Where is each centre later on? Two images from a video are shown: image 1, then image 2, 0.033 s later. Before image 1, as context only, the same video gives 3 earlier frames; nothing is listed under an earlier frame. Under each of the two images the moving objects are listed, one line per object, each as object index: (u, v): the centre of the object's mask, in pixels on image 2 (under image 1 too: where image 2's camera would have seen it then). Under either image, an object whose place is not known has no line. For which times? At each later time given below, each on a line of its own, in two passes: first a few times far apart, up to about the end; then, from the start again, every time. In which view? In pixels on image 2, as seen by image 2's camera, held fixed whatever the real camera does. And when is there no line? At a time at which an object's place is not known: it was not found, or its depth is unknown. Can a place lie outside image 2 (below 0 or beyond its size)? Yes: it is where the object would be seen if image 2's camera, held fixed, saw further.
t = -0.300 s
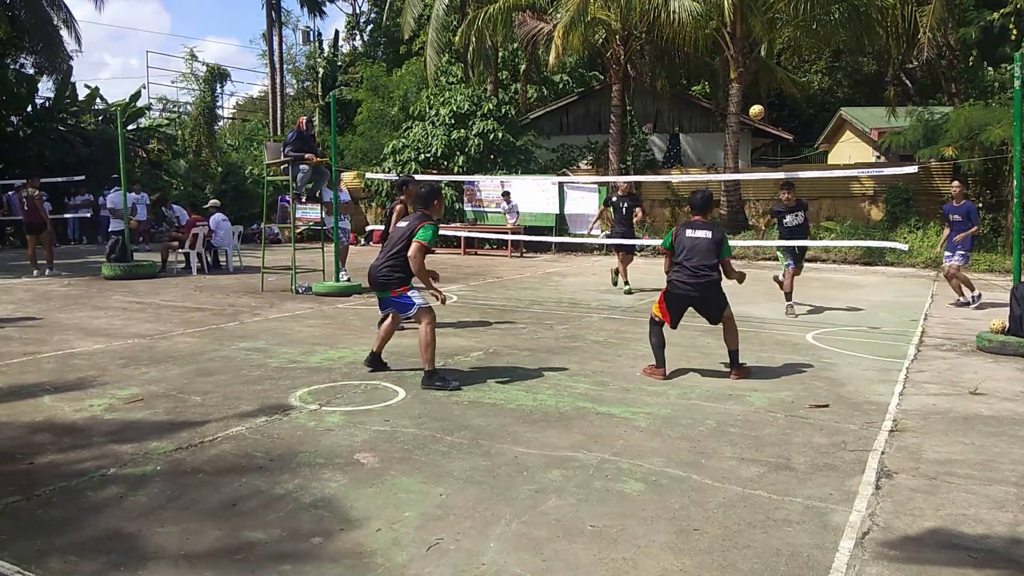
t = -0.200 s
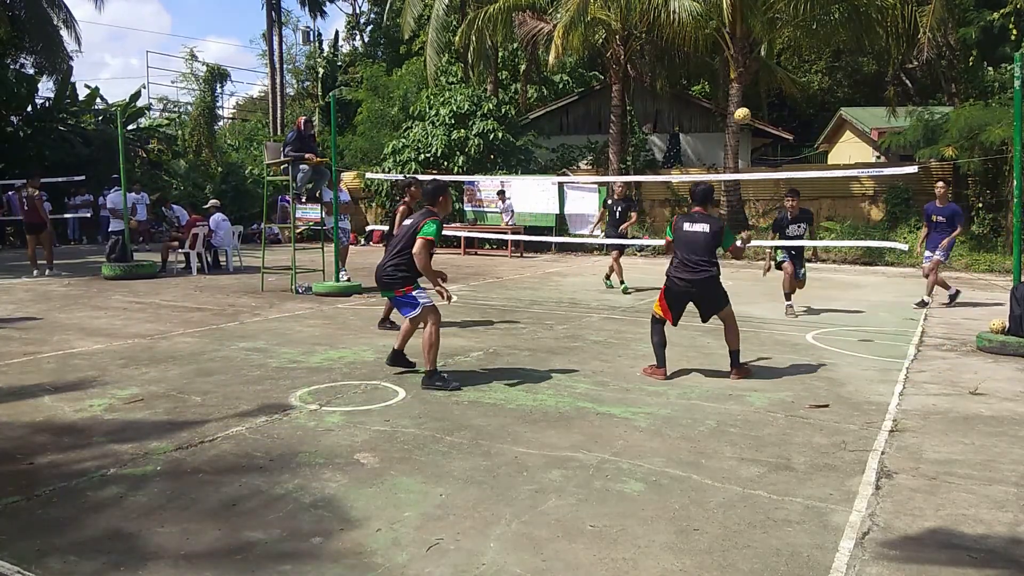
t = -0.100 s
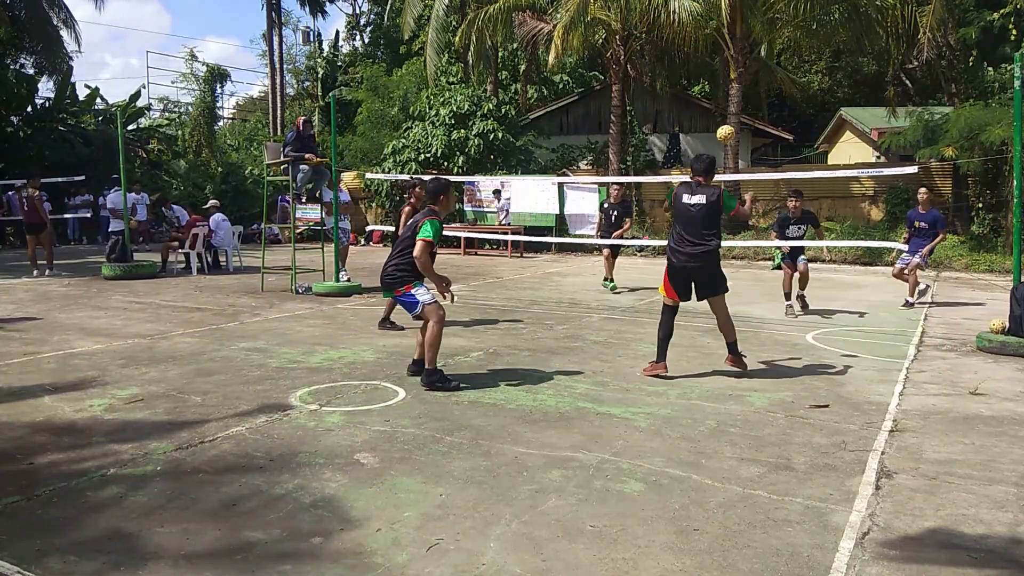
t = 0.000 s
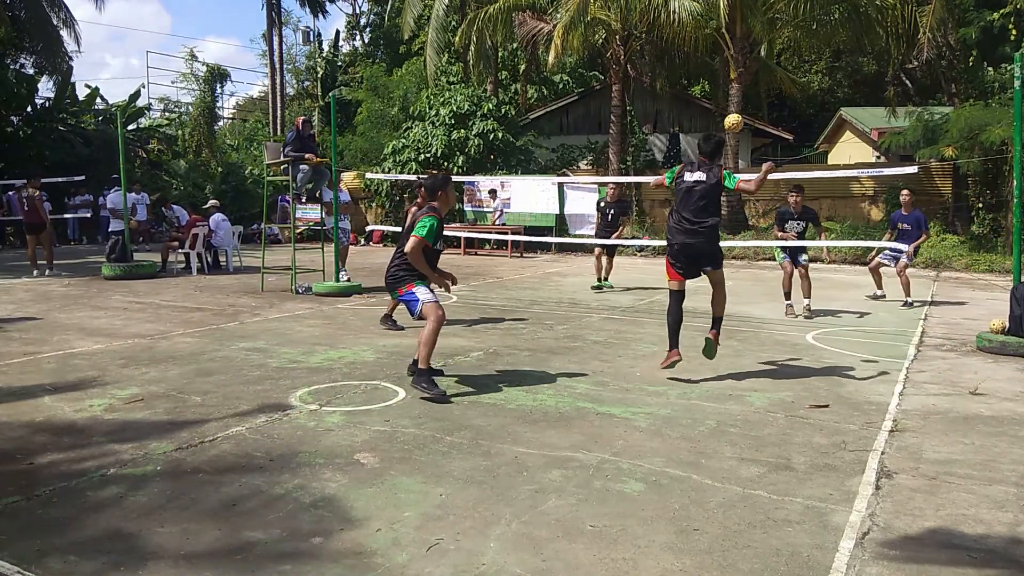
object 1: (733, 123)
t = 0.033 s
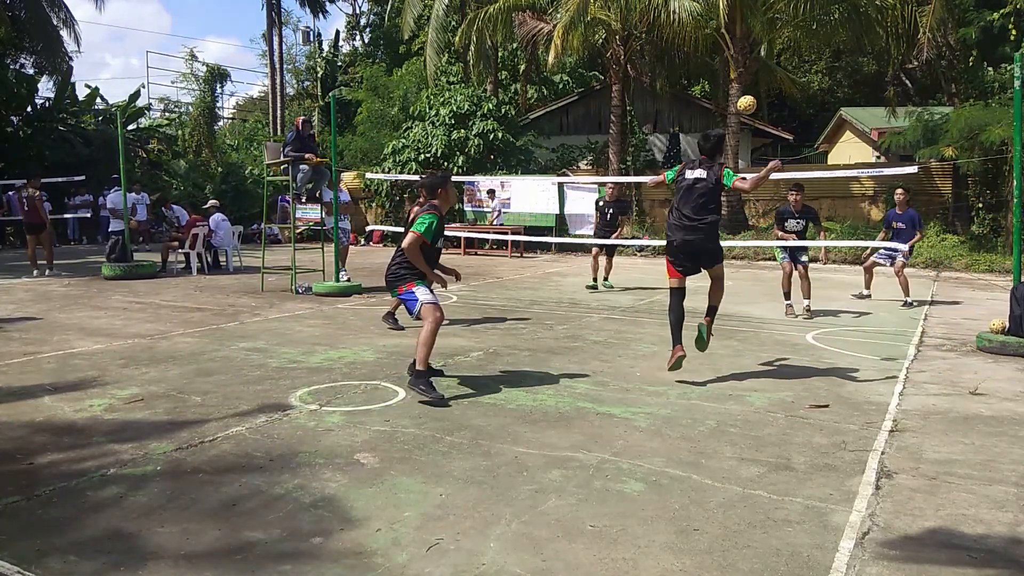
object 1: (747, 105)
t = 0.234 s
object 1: (818, 33)
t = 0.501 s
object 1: (896, 26)
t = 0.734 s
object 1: (951, 85)
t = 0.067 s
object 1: (759, 88)
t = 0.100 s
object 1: (772, 74)
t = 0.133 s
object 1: (784, 61)
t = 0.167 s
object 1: (795, 50)
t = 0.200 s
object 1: (807, 41)
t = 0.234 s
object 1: (818, 33)
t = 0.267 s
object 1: (829, 27)
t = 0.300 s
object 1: (839, 23)
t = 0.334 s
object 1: (849, 20)
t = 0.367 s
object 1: (859, 18)
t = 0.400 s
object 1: (869, 18)
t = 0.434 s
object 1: (878, 19)
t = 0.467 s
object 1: (887, 22)
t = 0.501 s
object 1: (896, 26)
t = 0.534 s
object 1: (905, 31)
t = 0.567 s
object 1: (913, 37)
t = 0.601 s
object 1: (921, 44)
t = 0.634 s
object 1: (929, 53)
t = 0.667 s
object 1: (937, 63)
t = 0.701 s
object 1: (944, 73)
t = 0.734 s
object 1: (951, 85)
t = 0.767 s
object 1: (958, 97)
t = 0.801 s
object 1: (964, 109)
